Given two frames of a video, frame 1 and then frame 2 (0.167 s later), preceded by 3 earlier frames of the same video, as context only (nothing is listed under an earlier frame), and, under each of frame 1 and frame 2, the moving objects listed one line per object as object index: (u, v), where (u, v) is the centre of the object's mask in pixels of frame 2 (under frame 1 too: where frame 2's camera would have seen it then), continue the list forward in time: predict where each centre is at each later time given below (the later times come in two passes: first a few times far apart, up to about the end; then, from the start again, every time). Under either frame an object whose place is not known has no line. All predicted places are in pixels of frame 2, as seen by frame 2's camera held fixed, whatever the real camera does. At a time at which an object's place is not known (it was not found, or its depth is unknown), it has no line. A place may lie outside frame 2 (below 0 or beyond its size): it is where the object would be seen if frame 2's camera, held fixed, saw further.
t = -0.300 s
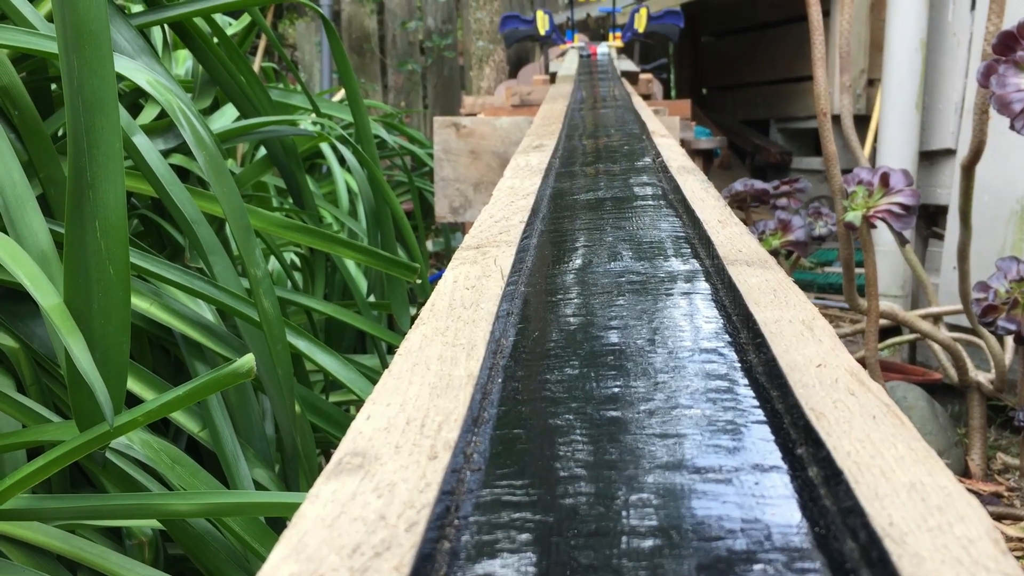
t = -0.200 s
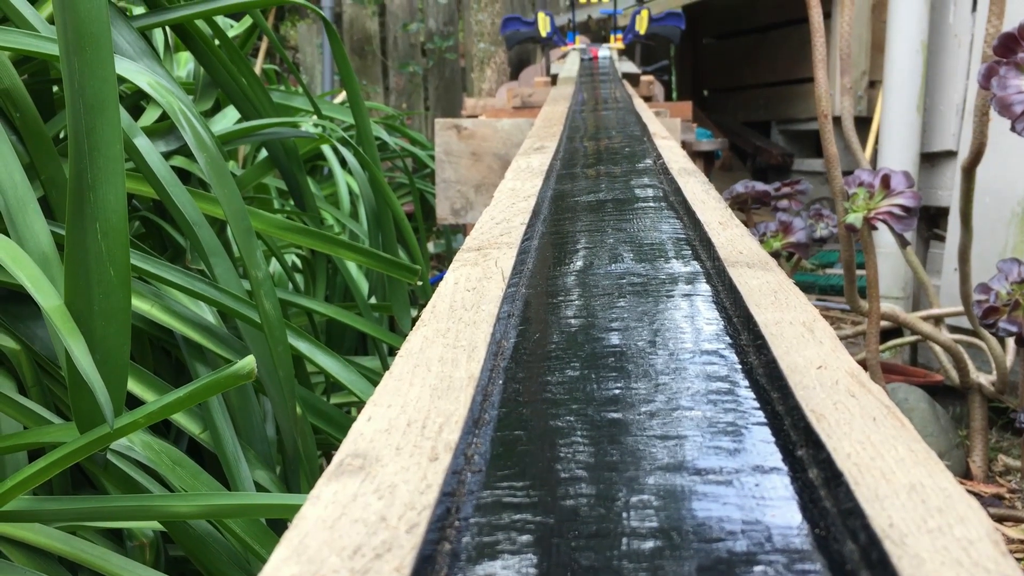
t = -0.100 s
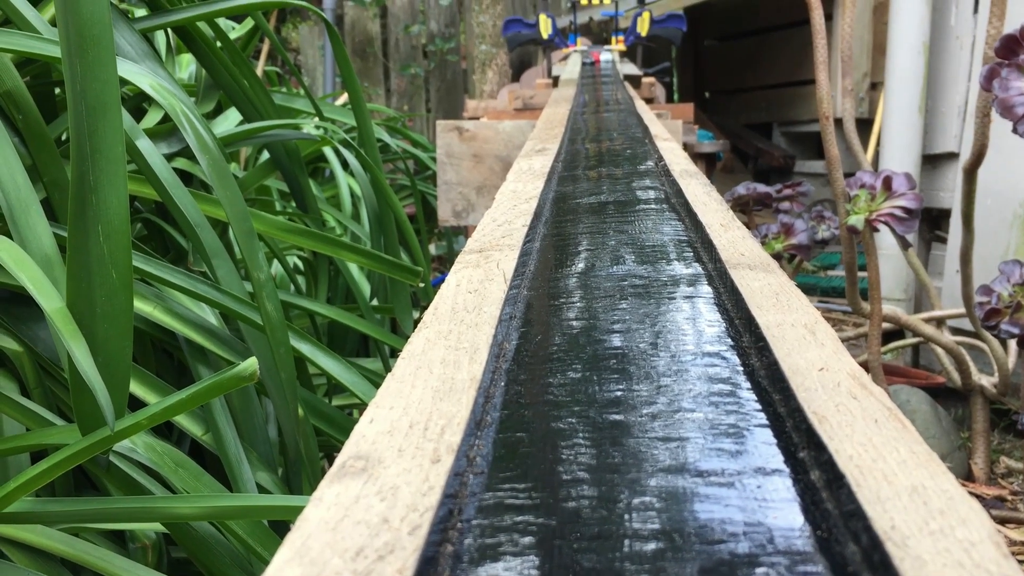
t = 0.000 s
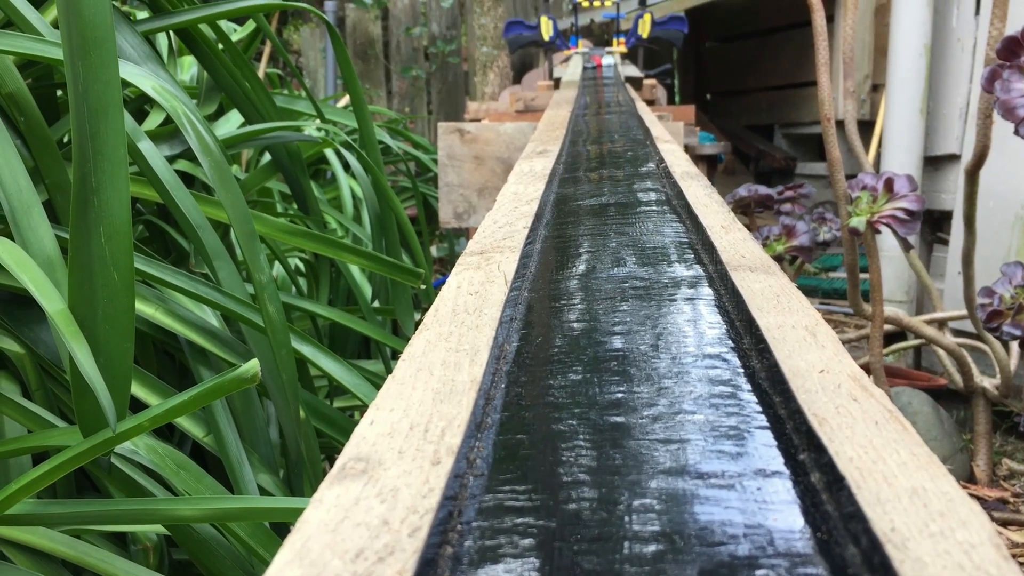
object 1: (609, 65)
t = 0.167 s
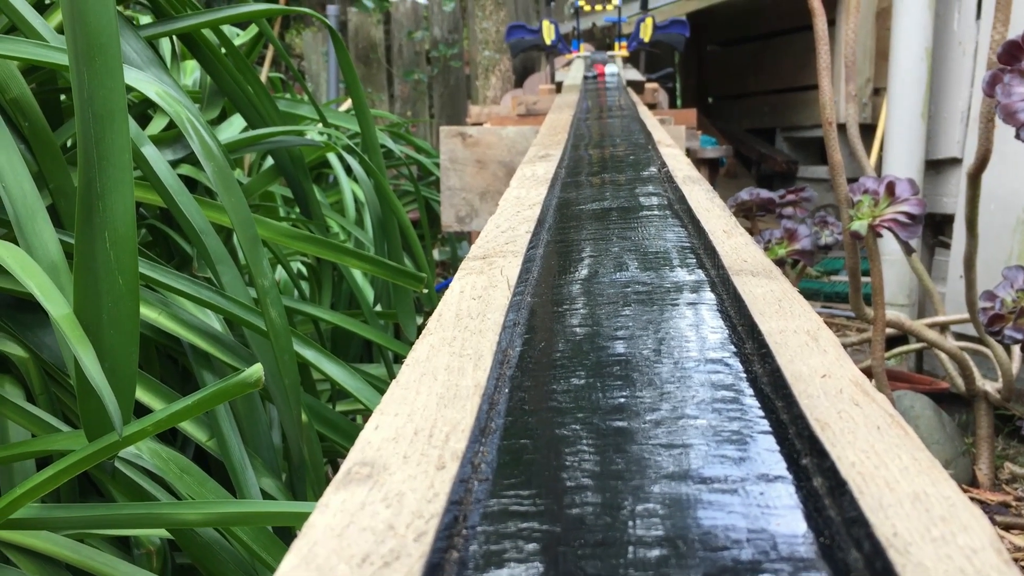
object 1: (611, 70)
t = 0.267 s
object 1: (612, 75)
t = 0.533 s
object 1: (616, 85)
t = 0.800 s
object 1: (614, 97)
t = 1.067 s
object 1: (616, 117)
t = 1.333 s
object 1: (635, 156)
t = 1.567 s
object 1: (638, 255)
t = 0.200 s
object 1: (612, 72)
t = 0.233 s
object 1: (612, 72)
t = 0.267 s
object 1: (612, 75)
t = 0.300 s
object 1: (614, 76)
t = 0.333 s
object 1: (615, 77)
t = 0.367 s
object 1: (615, 79)
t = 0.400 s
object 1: (615, 80)
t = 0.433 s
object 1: (615, 81)
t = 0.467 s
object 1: (615, 82)
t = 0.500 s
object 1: (616, 83)
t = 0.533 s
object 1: (616, 85)
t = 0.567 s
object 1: (616, 86)
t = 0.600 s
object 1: (616, 88)
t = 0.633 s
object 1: (616, 89)
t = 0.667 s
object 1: (616, 90)
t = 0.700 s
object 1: (615, 92)
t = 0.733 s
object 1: (615, 93)
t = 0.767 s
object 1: (614, 95)
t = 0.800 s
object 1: (614, 97)
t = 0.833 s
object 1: (614, 98)
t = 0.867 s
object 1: (613, 101)
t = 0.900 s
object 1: (613, 103)
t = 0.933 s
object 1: (613, 106)
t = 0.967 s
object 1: (613, 108)
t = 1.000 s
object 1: (614, 111)
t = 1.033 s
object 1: (615, 114)
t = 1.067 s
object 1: (616, 117)
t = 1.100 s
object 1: (618, 120)
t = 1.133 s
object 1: (622, 124)
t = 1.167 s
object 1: (625, 128)
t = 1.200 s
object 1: (630, 132)
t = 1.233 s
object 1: (635, 138)
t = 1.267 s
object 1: (636, 142)
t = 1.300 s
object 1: (637, 150)
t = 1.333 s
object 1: (635, 156)
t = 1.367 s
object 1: (633, 164)
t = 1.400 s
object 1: (629, 173)
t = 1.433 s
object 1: (629, 184)
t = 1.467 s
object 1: (628, 198)
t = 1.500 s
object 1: (630, 212)
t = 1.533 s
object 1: (633, 231)
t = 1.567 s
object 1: (638, 255)
